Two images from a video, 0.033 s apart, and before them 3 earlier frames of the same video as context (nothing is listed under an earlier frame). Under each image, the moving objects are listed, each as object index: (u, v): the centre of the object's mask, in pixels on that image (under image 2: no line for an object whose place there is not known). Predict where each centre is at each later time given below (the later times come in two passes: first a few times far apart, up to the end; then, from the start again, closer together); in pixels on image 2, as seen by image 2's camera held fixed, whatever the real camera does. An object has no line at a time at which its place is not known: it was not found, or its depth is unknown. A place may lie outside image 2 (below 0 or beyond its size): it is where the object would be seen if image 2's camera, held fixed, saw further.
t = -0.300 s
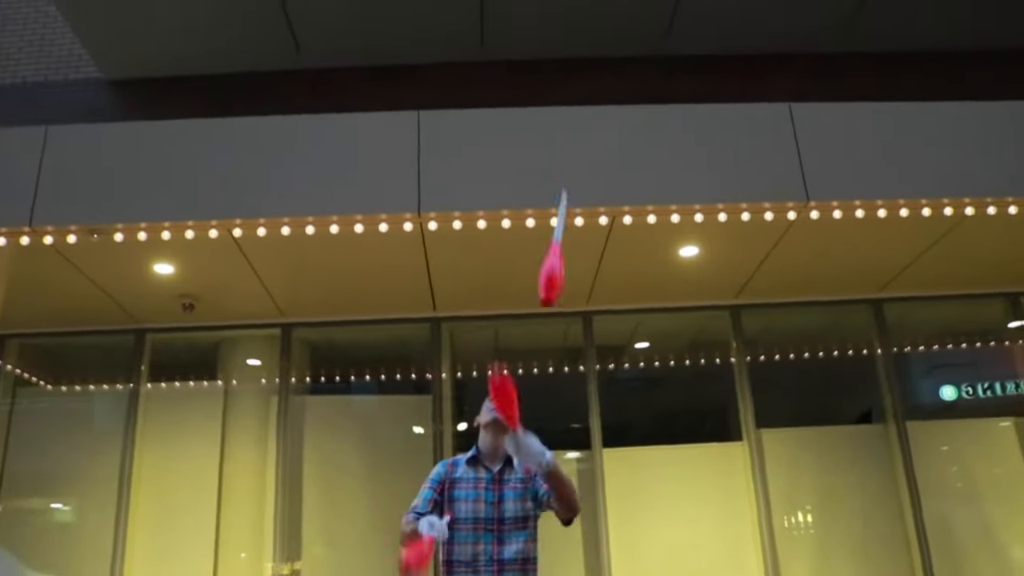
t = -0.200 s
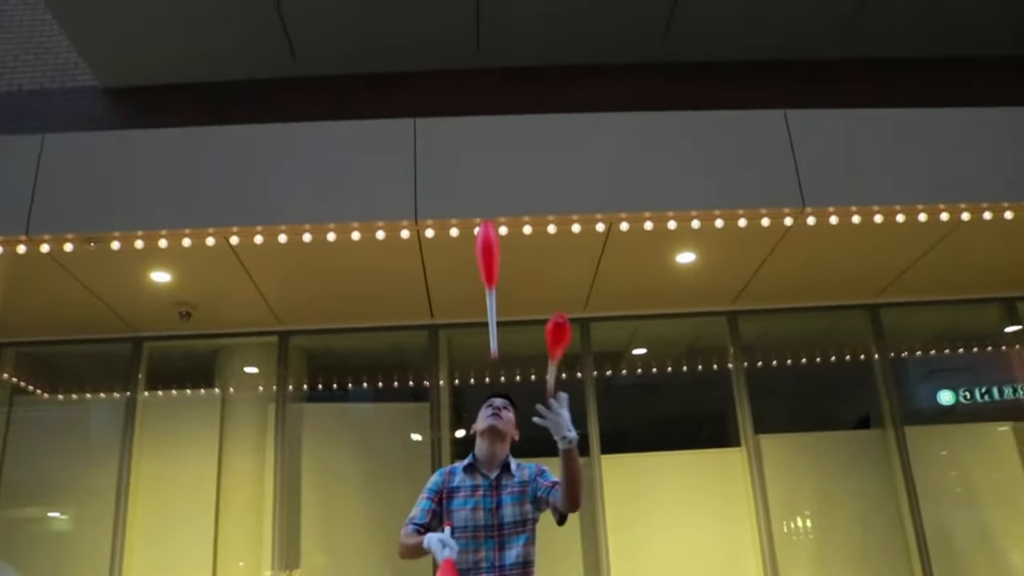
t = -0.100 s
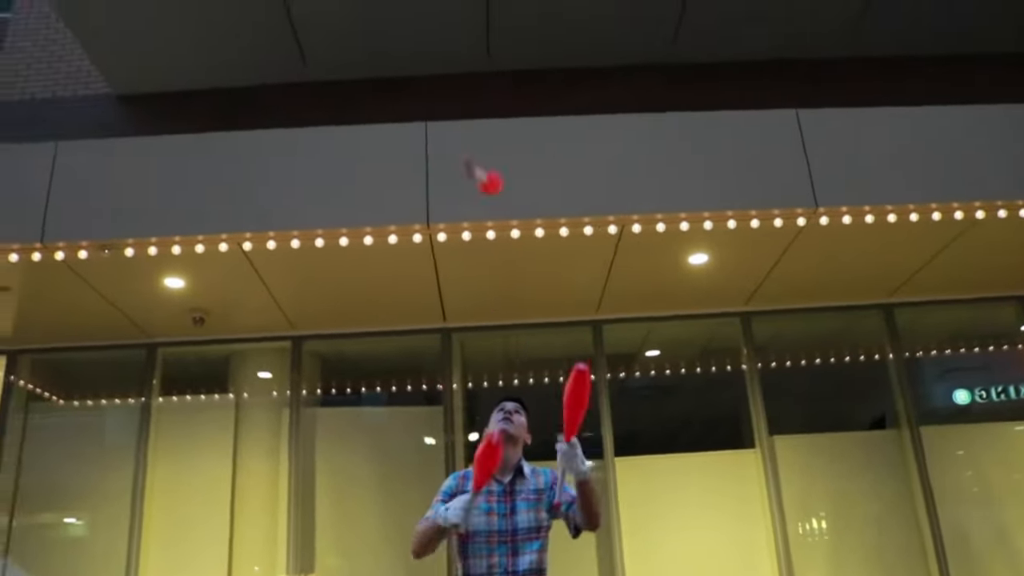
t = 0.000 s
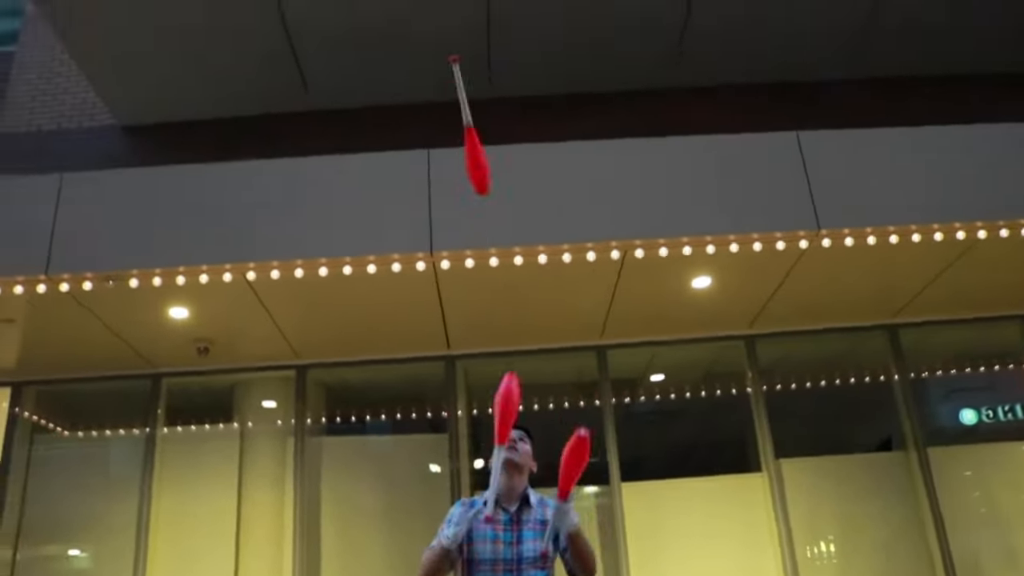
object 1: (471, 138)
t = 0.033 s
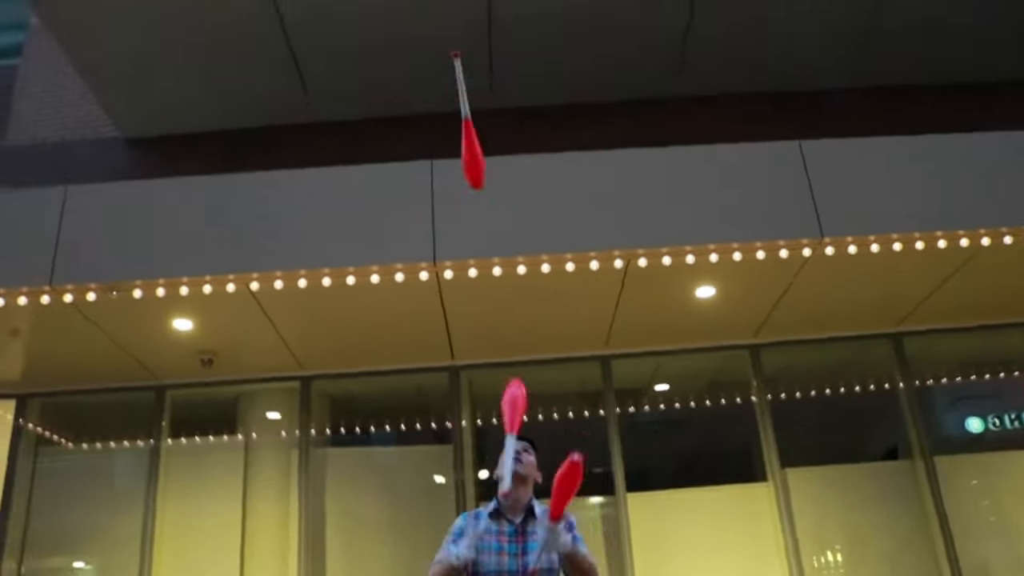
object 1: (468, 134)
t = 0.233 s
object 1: (437, 74)
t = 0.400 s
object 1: (413, 103)
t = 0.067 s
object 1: (463, 121)
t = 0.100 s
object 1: (457, 107)
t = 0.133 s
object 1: (452, 96)
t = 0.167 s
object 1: (446, 85)
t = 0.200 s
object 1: (442, 78)
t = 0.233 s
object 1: (437, 74)
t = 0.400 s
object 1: (413, 103)
